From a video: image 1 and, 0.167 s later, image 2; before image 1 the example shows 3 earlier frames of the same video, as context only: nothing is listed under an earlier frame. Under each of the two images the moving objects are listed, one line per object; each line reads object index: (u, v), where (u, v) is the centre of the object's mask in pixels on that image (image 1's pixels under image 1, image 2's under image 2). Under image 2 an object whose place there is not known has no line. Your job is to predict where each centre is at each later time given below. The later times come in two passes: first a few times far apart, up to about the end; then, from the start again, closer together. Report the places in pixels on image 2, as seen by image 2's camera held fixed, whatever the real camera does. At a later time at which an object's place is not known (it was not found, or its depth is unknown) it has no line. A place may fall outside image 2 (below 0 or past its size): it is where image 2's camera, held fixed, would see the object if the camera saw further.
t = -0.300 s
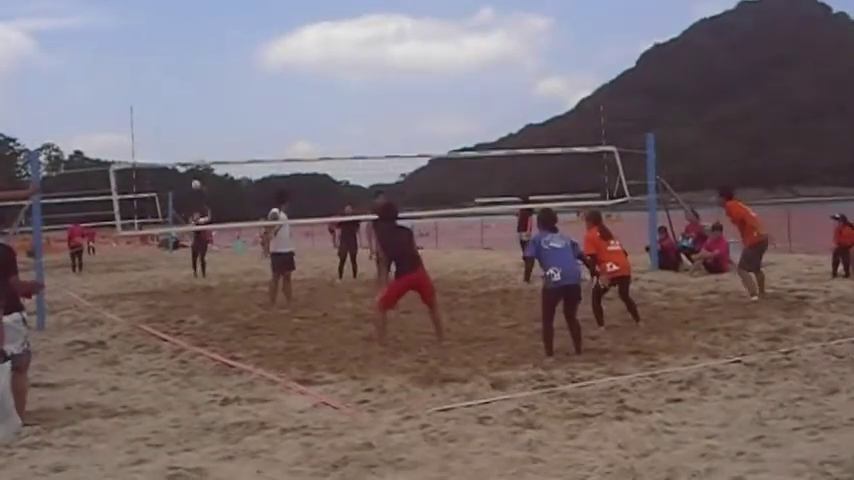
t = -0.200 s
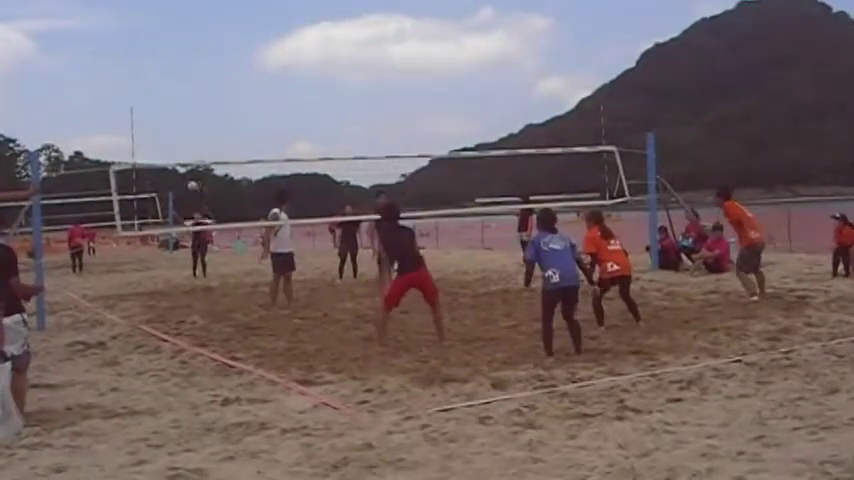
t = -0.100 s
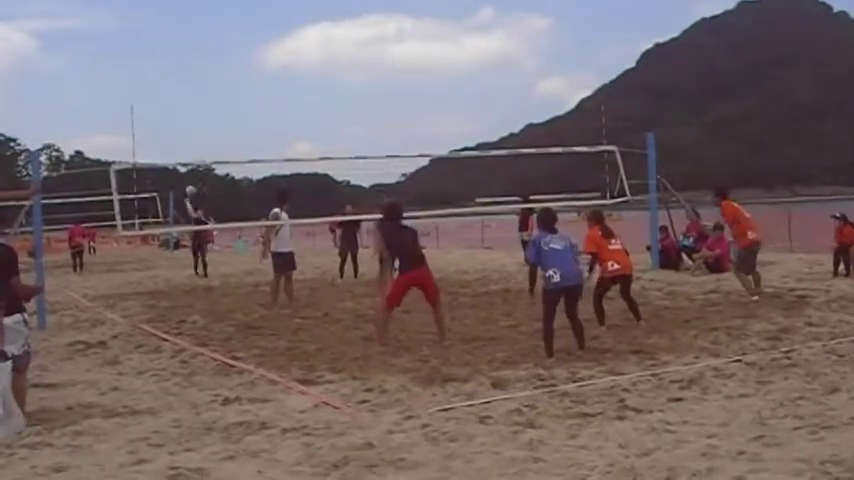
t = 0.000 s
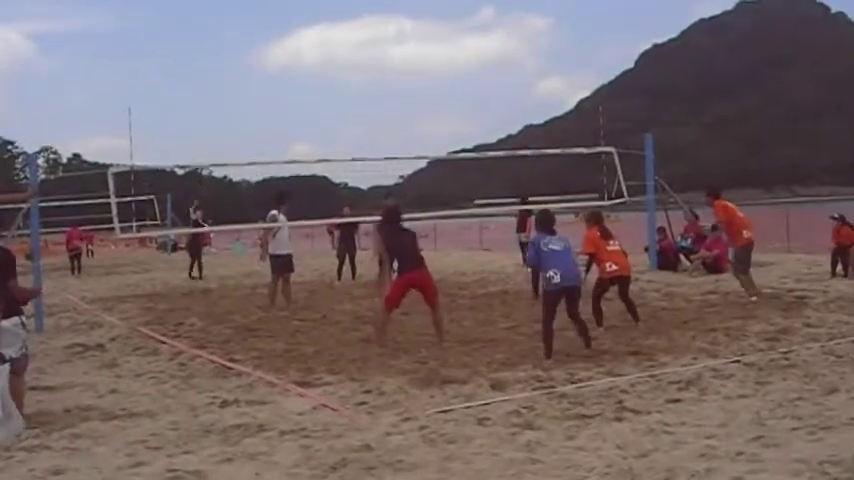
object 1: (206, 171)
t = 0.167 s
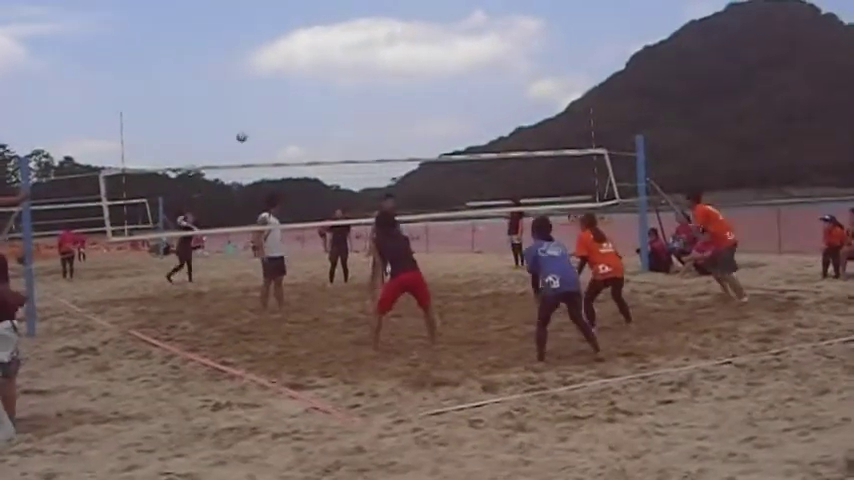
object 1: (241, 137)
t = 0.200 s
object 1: (250, 131)
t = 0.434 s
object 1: (327, 93)
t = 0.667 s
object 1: (420, 76)
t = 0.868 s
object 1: (515, 87)
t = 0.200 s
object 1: (250, 131)
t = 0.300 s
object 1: (280, 111)
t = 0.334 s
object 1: (291, 106)
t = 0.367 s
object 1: (303, 102)
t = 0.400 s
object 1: (315, 97)
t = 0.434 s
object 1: (327, 93)
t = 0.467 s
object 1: (339, 89)
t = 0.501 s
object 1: (351, 86)
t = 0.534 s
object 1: (365, 83)
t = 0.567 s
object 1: (378, 81)
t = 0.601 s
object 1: (391, 79)
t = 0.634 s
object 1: (406, 76)
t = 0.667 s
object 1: (420, 76)
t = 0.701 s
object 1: (435, 76)
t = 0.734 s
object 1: (450, 76)
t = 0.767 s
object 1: (465, 78)
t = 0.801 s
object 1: (481, 80)
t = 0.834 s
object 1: (498, 83)
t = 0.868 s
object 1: (515, 87)
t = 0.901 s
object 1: (533, 91)
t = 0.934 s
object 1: (551, 96)
